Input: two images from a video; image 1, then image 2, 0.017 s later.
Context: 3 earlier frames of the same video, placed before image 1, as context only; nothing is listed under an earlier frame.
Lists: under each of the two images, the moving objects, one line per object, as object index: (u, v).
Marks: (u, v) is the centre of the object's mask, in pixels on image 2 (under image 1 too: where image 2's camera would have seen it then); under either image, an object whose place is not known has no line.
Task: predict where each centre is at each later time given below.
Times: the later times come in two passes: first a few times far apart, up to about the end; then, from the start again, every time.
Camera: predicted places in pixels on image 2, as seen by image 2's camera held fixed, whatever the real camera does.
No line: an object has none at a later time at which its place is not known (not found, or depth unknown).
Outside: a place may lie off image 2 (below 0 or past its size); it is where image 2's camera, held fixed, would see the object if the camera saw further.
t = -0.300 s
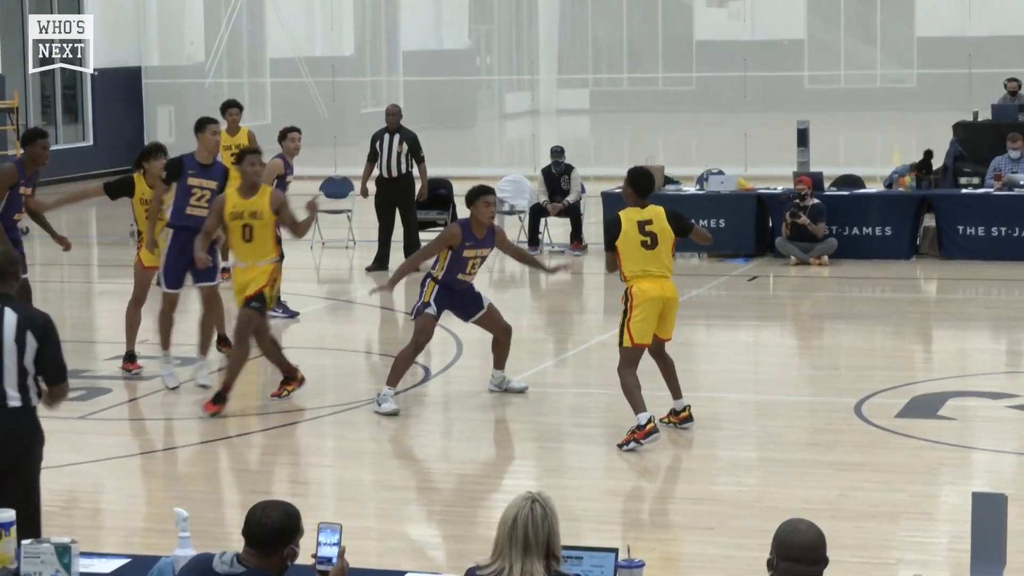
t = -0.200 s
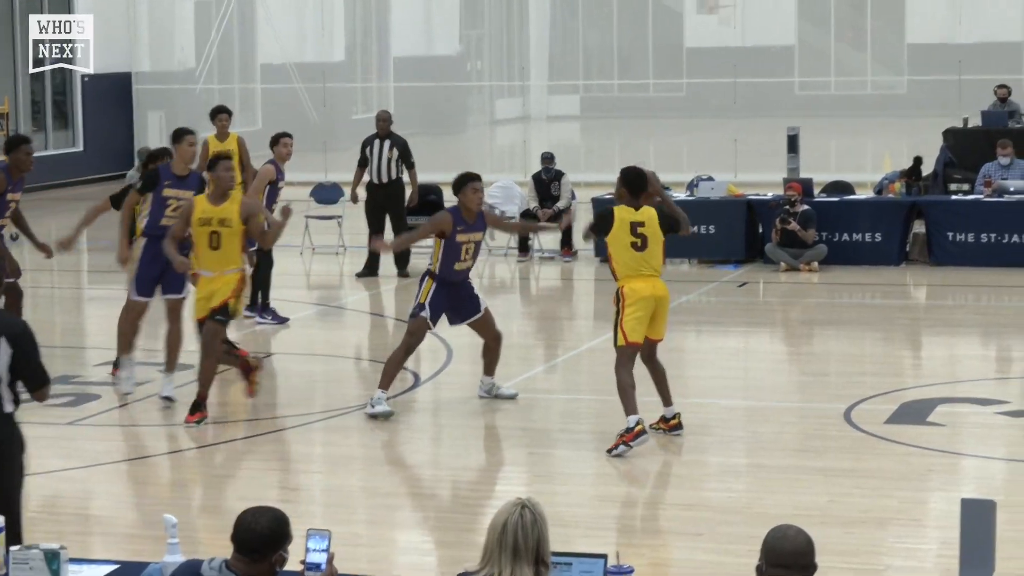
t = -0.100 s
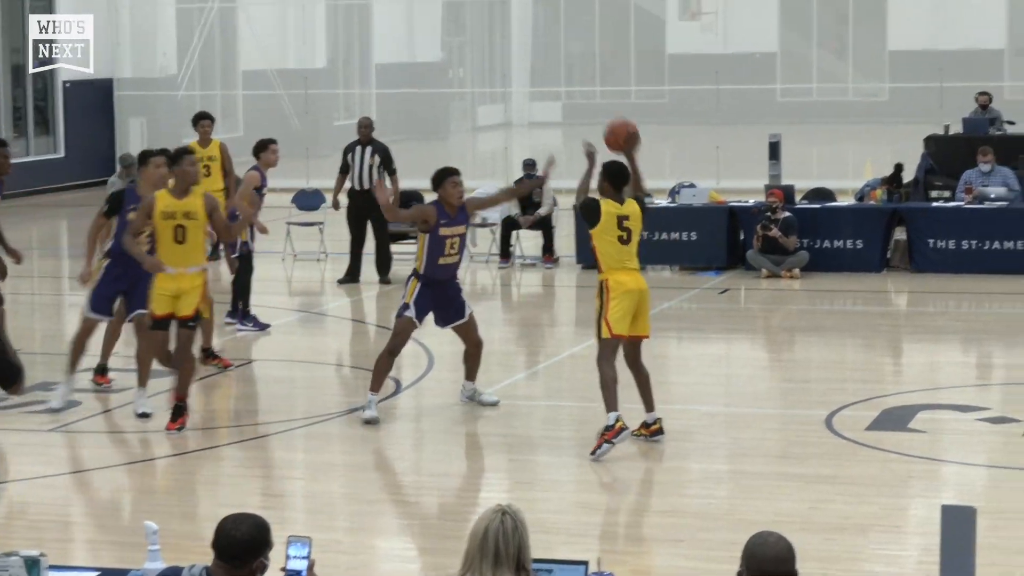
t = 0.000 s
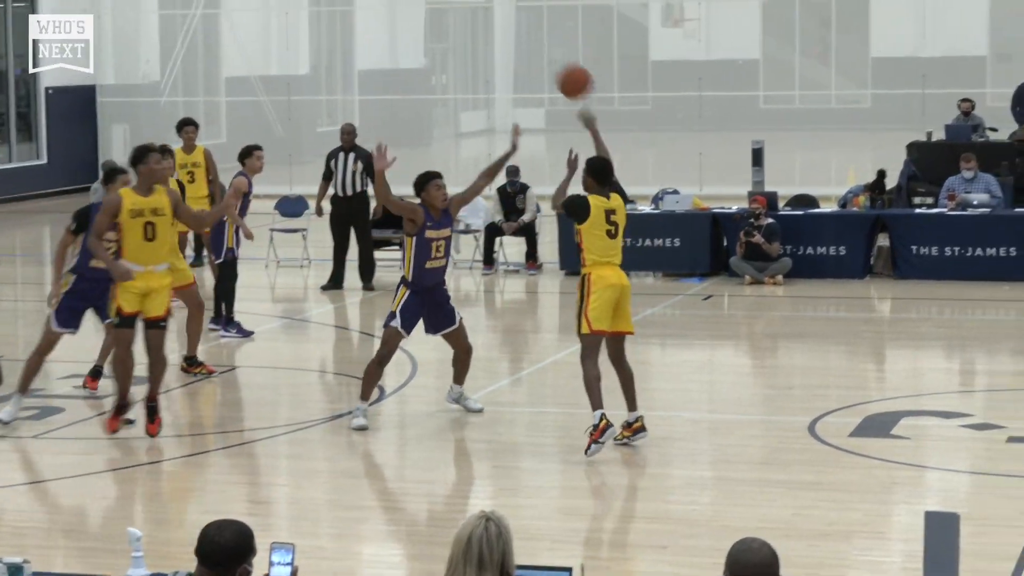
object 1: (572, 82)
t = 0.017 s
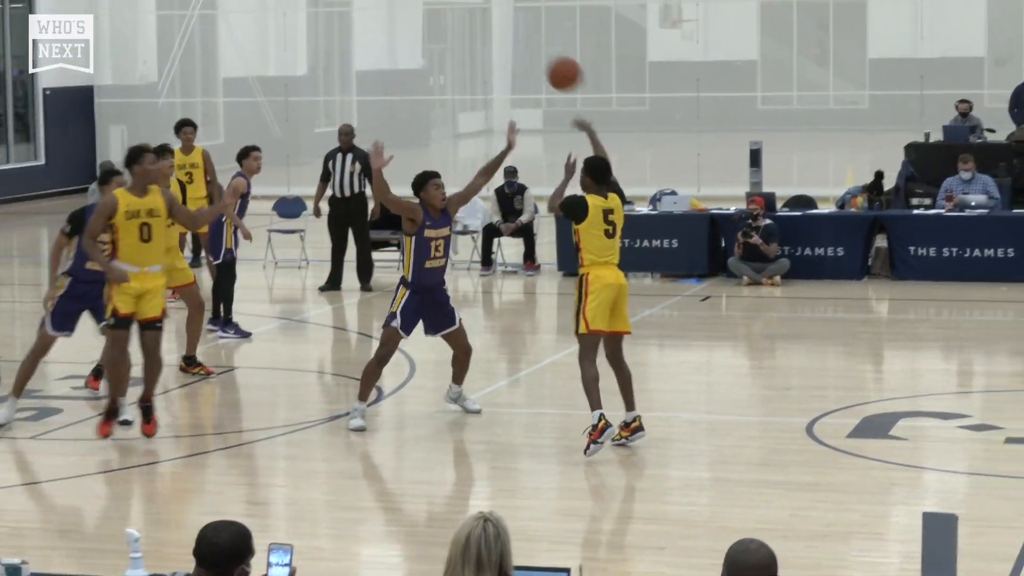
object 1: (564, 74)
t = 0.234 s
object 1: (463, -6)
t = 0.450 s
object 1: (372, -20)
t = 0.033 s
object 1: (556, 65)
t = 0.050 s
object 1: (548, 57)
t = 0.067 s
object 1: (540, 49)
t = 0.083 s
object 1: (532, 42)
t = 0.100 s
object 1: (524, 35)
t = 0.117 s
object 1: (516, 29)
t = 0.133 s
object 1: (508, 22)
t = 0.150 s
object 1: (500, 17)
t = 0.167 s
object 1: (492, 11)
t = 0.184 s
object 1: (485, 6)
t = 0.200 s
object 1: (478, 2)
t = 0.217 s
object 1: (471, -2)
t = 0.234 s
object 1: (463, -6)
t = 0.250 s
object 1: (456, -10)
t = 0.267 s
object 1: (449, -13)
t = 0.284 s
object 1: (442, -16)
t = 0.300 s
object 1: (435, -18)
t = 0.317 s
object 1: (428, -20)
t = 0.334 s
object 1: (421, -21)
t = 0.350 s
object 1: (414, -22)
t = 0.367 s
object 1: (407, -23)
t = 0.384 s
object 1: (400, -23)
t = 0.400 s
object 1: (393, -23)
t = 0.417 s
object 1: (386, -22)
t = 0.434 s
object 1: (379, -21)
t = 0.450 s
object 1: (372, -20)
